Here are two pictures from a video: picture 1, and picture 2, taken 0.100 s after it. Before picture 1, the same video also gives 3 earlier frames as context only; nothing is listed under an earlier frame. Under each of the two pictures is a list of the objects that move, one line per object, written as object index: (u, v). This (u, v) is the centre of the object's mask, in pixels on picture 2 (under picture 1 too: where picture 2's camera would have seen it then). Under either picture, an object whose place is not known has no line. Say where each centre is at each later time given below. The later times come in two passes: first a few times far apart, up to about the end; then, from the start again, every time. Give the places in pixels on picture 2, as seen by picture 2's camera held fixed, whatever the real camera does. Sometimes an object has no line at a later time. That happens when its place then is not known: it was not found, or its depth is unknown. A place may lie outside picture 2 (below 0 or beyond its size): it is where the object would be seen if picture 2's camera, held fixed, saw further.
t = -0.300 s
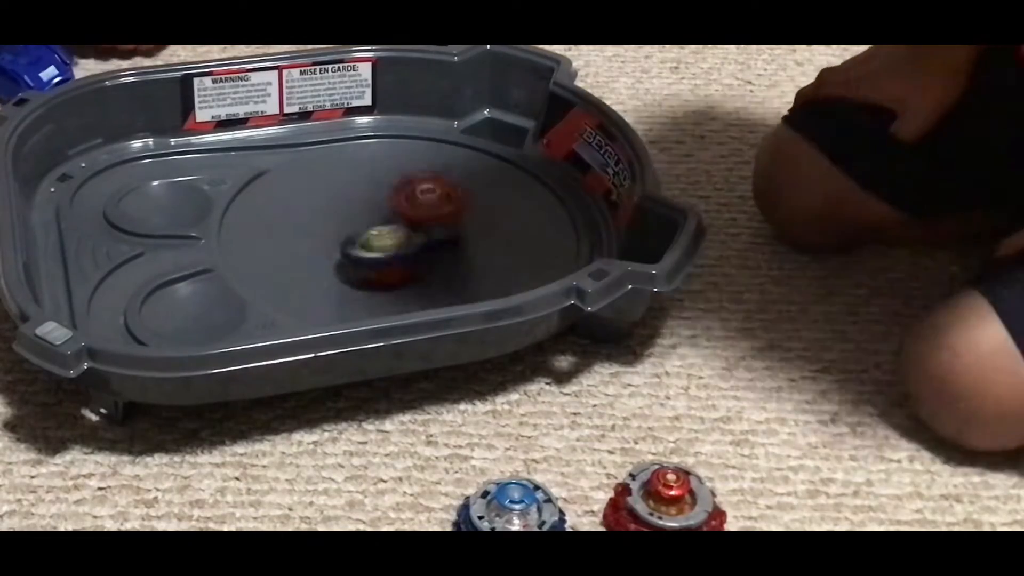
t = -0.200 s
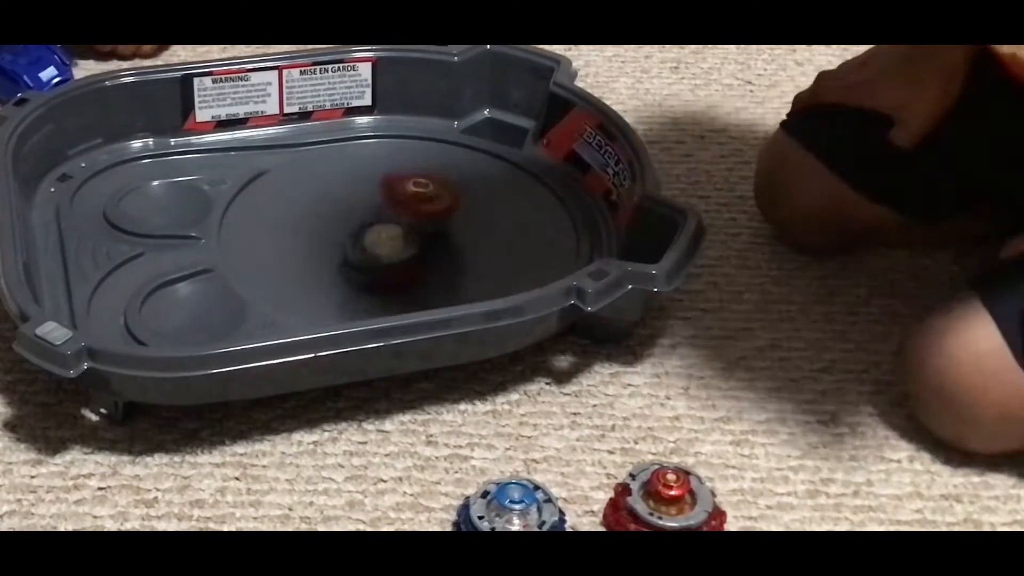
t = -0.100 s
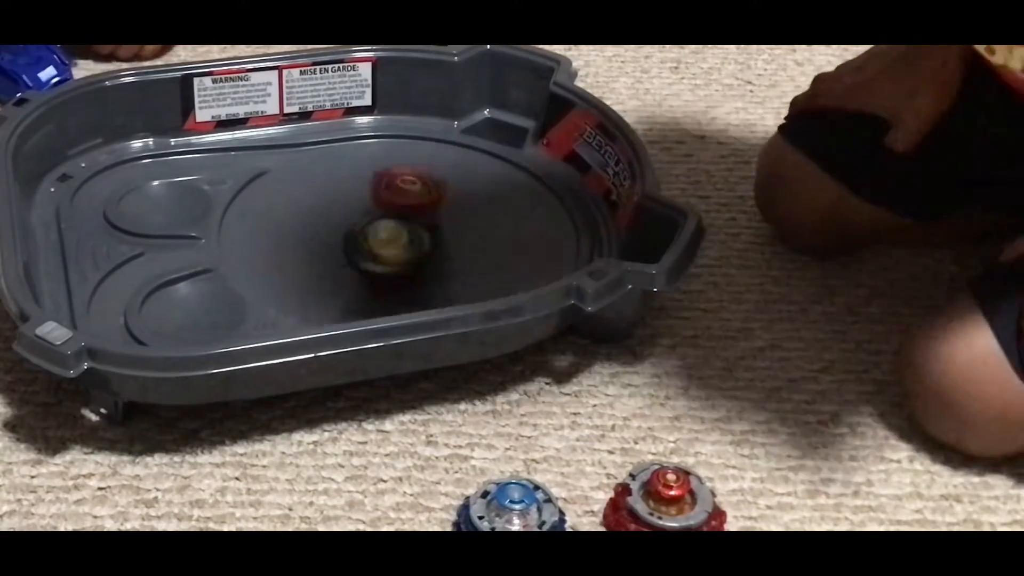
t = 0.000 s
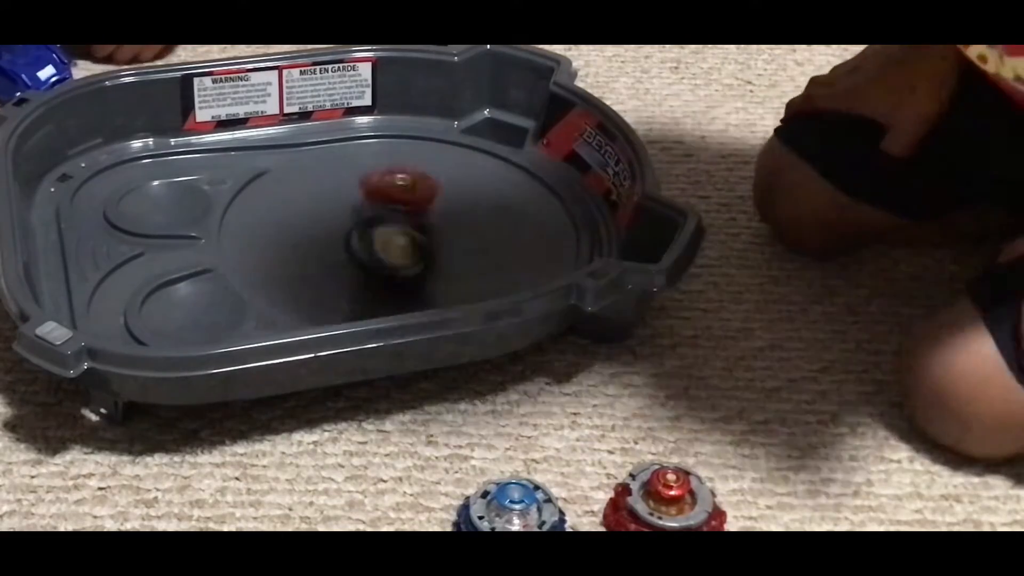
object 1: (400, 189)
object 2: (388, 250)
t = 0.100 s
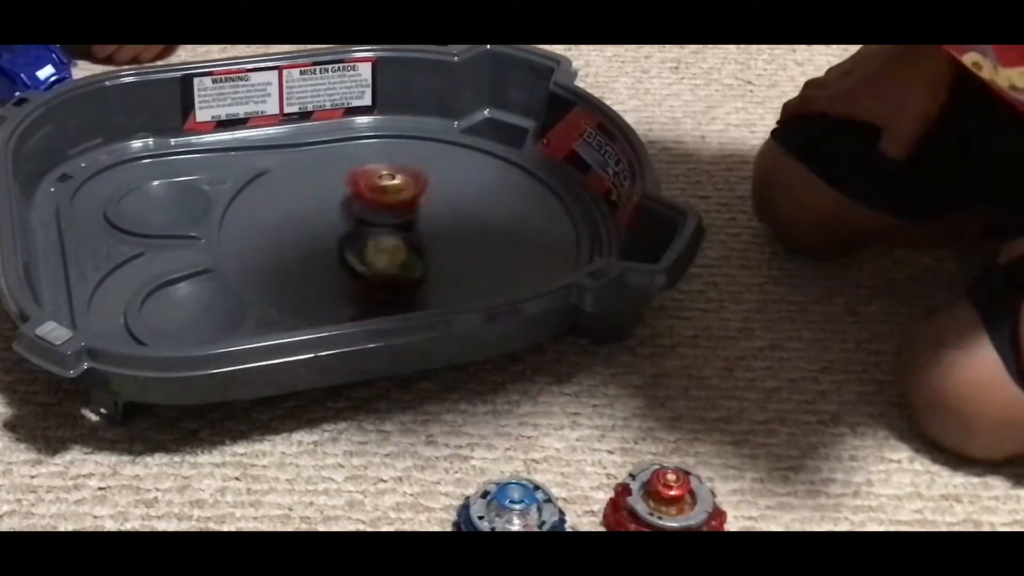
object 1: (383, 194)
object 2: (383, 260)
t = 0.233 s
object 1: (375, 197)
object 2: (377, 267)
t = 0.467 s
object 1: (369, 206)
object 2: (388, 261)
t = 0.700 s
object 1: (367, 209)
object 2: (418, 256)
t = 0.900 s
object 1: (367, 213)
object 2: (433, 251)
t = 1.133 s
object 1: (382, 209)
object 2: (443, 243)
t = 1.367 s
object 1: (380, 212)
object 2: (441, 240)
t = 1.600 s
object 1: (379, 210)
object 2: (446, 238)
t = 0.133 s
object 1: (383, 193)
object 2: (380, 264)
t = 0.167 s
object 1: (379, 194)
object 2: (380, 264)
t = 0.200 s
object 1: (375, 194)
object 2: (377, 265)
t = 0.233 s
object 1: (375, 197)
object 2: (377, 267)
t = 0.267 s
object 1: (373, 199)
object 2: (378, 266)
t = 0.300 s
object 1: (371, 200)
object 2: (376, 265)
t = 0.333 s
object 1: (367, 204)
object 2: (377, 264)
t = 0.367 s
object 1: (367, 205)
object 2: (378, 260)
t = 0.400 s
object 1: (367, 208)
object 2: (382, 262)
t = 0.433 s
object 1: (367, 207)
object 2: (384, 262)
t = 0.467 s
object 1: (369, 206)
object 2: (388, 261)
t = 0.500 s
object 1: (367, 209)
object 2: (391, 259)
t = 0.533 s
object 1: (369, 209)
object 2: (394, 258)
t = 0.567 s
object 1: (371, 211)
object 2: (397, 258)
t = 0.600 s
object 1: (372, 207)
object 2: (402, 259)
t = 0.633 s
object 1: (370, 210)
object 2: (406, 258)
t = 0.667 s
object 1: (371, 206)
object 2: (413, 257)
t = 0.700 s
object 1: (367, 209)
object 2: (418, 256)
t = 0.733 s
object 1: (366, 207)
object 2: (421, 255)
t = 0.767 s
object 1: (366, 209)
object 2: (424, 255)
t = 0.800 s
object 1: (365, 210)
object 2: (429, 254)
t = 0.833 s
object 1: (365, 210)
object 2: (431, 254)
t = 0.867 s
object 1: (367, 211)
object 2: (432, 252)
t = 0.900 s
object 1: (367, 213)
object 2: (433, 251)
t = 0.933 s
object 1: (370, 213)
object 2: (438, 249)
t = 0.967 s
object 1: (374, 213)
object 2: (438, 247)
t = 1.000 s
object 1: (378, 213)
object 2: (440, 247)
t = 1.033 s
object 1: (379, 214)
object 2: (441, 247)
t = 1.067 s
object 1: (381, 211)
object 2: (440, 246)
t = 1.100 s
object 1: (382, 209)
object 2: (442, 245)
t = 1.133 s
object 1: (382, 209)
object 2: (443, 243)
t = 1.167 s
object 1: (378, 209)
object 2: (443, 241)
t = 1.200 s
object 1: (377, 208)
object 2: (444, 241)
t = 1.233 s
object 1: (376, 208)
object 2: (444, 241)
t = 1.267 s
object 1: (377, 209)
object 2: (443, 241)
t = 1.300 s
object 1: (375, 211)
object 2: (442, 240)
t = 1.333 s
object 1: (376, 212)
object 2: (442, 240)
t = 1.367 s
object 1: (380, 212)
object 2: (441, 240)
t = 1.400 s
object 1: (382, 213)
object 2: (443, 239)
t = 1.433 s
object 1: (383, 214)
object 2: (444, 239)
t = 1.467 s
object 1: (382, 214)
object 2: (445, 239)
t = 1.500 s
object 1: (381, 213)
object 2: (446, 239)
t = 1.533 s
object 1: (381, 212)
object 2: (446, 239)
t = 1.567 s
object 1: (381, 210)
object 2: (447, 238)
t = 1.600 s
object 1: (379, 210)
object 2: (446, 238)
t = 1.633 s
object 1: (379, 210)
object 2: (446, 239)
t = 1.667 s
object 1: (378, 211)
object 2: (446, 239)
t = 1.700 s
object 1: (377, 213)
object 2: (446, 239)
